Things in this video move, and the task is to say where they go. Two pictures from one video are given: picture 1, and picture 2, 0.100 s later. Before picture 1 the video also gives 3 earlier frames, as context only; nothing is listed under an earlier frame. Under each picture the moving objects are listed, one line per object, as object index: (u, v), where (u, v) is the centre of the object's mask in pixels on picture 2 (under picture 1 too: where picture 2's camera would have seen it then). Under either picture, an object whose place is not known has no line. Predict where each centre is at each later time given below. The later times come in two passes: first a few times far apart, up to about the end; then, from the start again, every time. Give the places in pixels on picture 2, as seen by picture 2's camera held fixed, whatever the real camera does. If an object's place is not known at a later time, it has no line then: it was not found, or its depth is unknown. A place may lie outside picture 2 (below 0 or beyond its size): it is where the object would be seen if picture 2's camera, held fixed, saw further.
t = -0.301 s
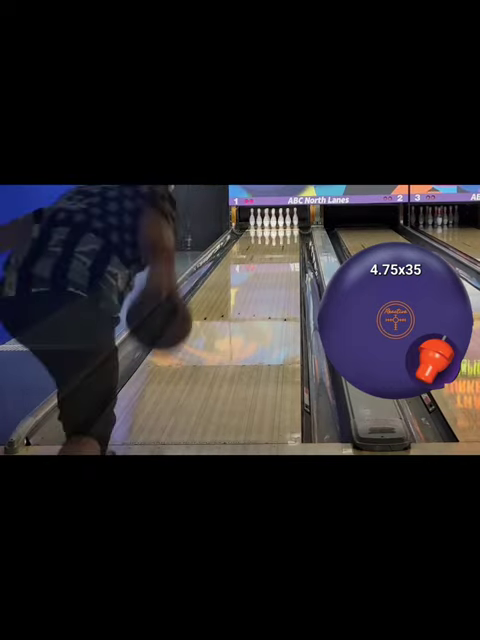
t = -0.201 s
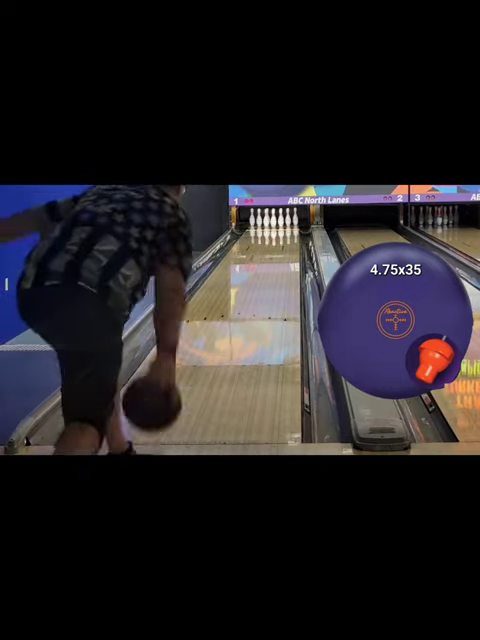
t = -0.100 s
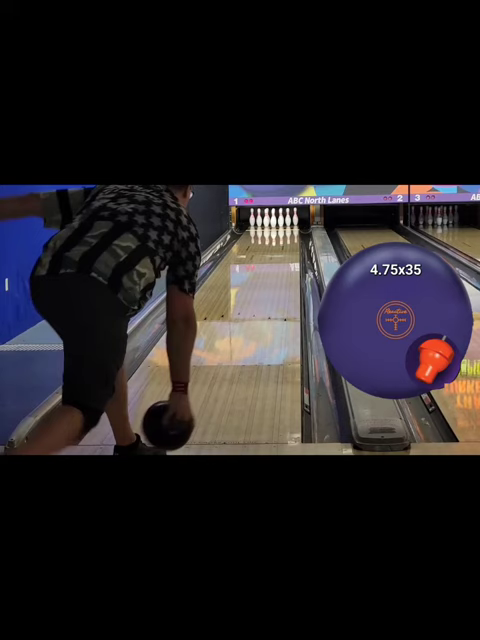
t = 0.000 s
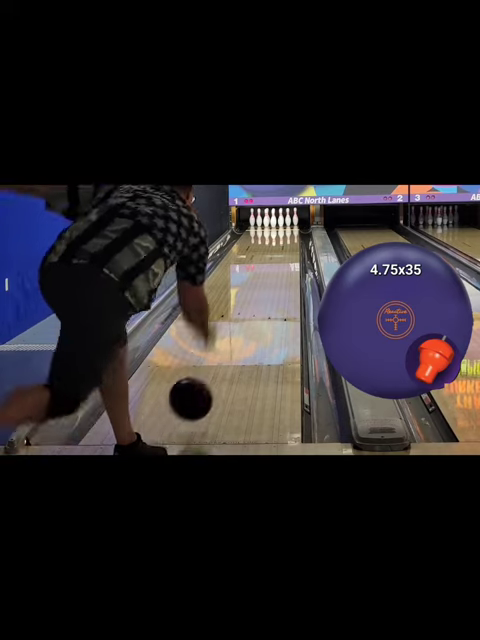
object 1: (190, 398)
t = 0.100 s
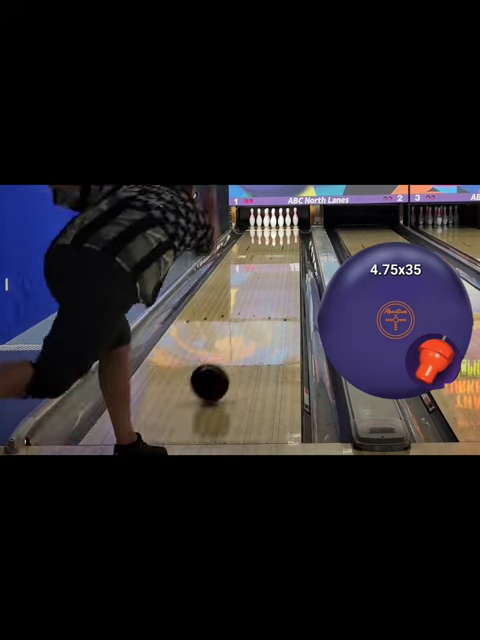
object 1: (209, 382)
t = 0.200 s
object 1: (222, 364)
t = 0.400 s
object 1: (244, 327)
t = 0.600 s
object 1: (260, 301)
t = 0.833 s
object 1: (272, 281)
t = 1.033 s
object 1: (280, 268)
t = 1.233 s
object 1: (285, 258)
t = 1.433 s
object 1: (288, 249)
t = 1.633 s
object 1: (290, 243)
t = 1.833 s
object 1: (290, 237)
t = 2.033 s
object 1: (289, 232)
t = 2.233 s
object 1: (286, 228)
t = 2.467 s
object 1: (282, 225)
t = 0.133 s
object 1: (215, 373)
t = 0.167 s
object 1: (219, 367)
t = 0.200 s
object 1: (222, 364)
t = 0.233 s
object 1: (228, 353)
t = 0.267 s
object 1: (232, 346)
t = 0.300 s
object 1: (234, 343)
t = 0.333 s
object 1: (238, 337)
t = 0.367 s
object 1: (241, 332)
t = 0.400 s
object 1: (244, 327)
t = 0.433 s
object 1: (247, 322)
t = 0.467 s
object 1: (250, 317)
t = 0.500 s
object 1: (253, 313)
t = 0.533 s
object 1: (255, 309)
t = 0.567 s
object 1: (257, 305)
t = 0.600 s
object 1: (260, 301)
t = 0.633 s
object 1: (261, 298)
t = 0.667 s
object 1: (263, 295)
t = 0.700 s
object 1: (265, 292)
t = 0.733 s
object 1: (267, 289)
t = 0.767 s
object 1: (269, 286)
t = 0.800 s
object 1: (270, 284)
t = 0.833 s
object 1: (272, 281)
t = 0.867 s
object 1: (273, 279)
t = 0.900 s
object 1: (275, 276)
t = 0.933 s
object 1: (276, 274)
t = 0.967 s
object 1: (277, 272)
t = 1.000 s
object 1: (278, 270)
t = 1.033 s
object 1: (280, 268)
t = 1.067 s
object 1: (280, 266)
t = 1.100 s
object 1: (282, 264)
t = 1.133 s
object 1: (282, 263)
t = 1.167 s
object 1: (283, 261)
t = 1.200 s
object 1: (284, 260)
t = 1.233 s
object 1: (285, 258)
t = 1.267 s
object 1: (285, 256)
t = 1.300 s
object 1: (286, 255)
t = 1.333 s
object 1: (287, 254)
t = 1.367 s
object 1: (287, 252)
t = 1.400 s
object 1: (288, 251)
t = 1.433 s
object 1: (288, 249)
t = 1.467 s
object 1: (289, 247)
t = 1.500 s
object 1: (289, 247)
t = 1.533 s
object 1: (289, 246)
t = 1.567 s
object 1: (290, 245)
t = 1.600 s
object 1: (290, 244)
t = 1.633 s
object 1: (290, 243)
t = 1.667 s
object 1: (290, 241)
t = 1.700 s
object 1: (290, 241)
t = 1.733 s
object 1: (290, 240)
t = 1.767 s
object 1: (290, 239)
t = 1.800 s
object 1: (290, 238)
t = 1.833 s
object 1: (290, 237)
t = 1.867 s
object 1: (290, 237)
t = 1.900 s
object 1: (290, 236)
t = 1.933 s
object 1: (290, 235)
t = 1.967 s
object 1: (290, 234)
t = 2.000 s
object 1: (289, 233)
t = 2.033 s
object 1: (289, 232)
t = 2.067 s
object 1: (288, 232)
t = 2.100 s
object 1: (288, 231)
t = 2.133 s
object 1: (288, 230)
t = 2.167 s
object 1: (287, 229)
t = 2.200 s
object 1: (287, 229)
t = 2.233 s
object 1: (286, 228)
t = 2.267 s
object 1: (286, 228)
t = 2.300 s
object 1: (285, 227)
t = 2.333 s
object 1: (285, 226)
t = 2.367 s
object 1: (284, 226)
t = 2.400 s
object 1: (283, 226)
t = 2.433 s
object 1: (282, 225)
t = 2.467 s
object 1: (282, 225)
